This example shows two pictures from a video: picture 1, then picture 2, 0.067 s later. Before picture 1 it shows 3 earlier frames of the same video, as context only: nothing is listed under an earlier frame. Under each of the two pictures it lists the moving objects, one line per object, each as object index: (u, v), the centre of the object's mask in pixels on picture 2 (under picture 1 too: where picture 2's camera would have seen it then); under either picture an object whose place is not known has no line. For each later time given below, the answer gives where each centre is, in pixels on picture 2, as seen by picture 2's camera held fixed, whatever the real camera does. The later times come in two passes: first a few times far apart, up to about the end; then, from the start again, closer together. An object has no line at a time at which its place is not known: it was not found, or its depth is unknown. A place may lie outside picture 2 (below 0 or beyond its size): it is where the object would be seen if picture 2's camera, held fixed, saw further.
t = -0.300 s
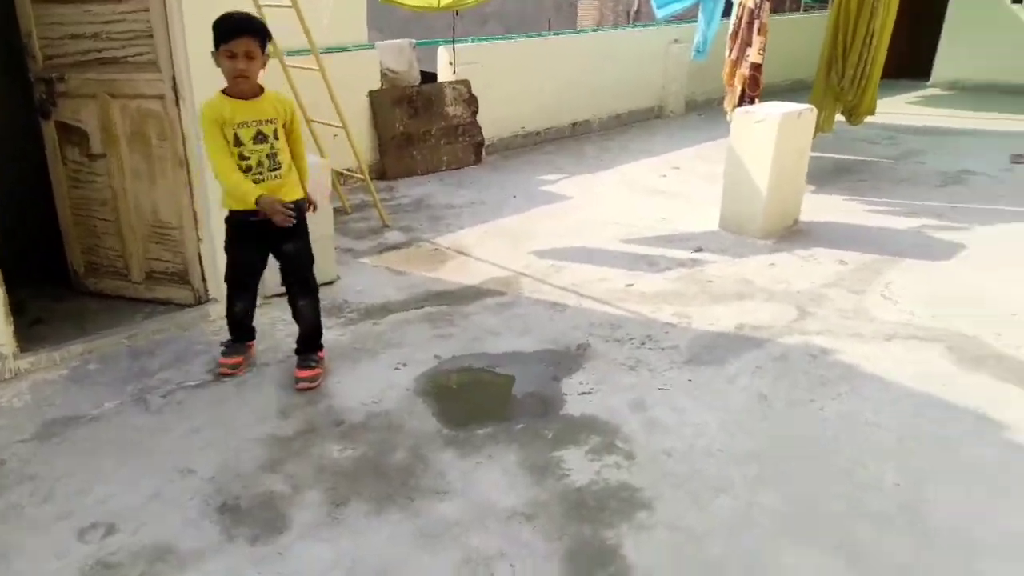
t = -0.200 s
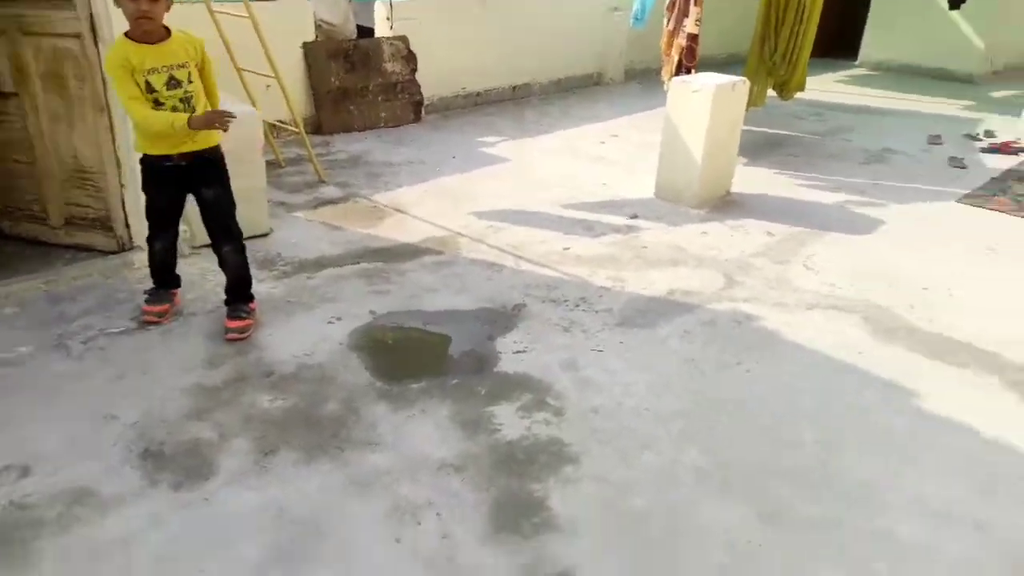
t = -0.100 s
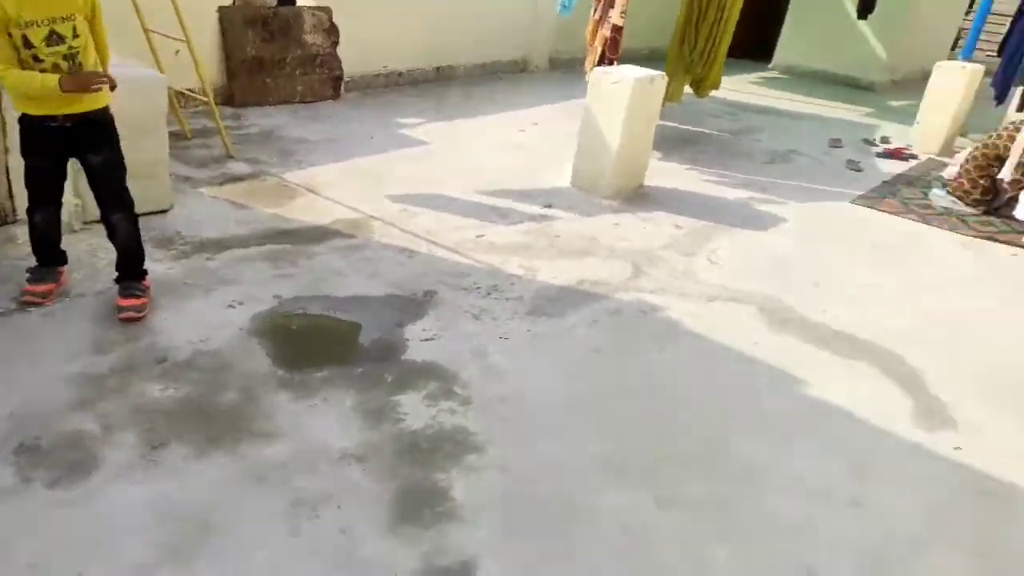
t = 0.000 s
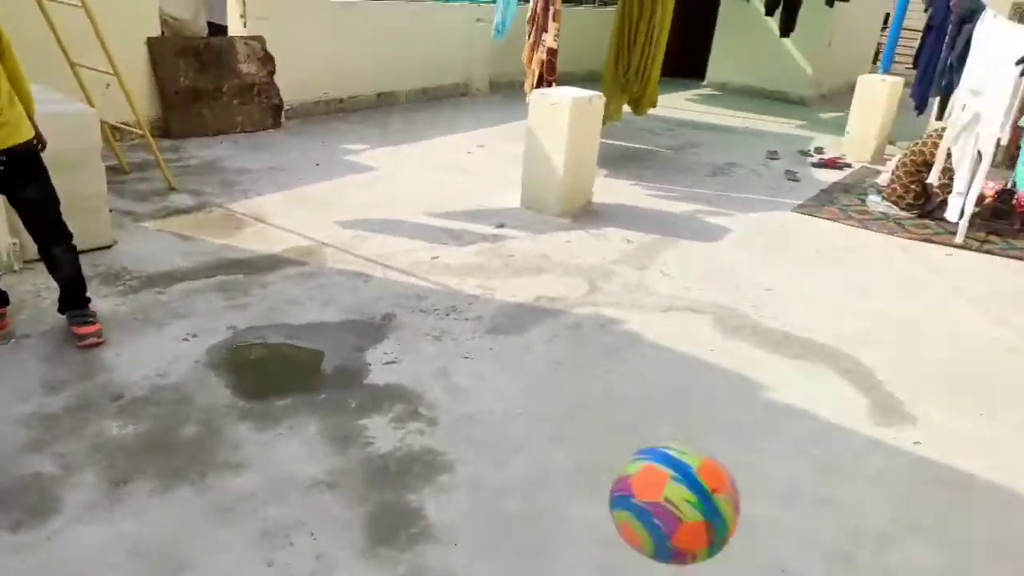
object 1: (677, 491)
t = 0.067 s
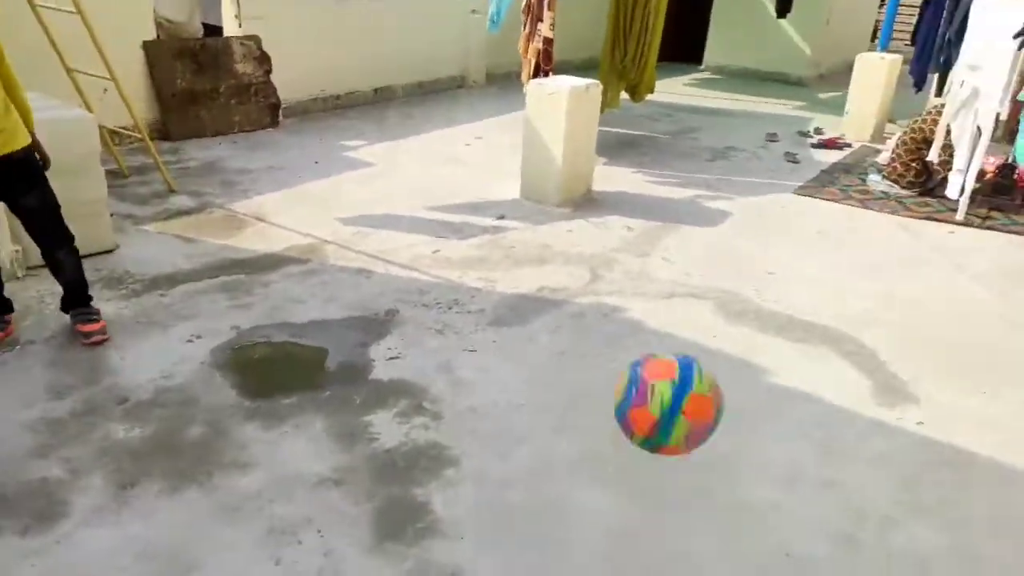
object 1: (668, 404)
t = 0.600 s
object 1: (674, 238)
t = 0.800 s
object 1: (688, 232)
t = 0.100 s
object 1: (663, 374)
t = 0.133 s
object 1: (658, 353)
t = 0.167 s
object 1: (653, 337)
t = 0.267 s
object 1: (645, 322)
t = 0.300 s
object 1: (645, 324)
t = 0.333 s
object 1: (644, 331)
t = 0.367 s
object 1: (643, 339)
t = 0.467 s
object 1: (657, 297)
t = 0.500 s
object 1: (663, 279)
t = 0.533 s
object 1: (667, 264)
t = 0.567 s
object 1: (672, 251)
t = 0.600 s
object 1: (674, 238)
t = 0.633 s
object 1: (677, 230)
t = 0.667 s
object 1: (680, 225)
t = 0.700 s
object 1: (682, 224)
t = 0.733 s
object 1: (684, 224)
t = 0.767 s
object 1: (686, 226)
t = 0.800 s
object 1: (688, 232)
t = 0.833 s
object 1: (688, 240)
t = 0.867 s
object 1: (690, 251)
